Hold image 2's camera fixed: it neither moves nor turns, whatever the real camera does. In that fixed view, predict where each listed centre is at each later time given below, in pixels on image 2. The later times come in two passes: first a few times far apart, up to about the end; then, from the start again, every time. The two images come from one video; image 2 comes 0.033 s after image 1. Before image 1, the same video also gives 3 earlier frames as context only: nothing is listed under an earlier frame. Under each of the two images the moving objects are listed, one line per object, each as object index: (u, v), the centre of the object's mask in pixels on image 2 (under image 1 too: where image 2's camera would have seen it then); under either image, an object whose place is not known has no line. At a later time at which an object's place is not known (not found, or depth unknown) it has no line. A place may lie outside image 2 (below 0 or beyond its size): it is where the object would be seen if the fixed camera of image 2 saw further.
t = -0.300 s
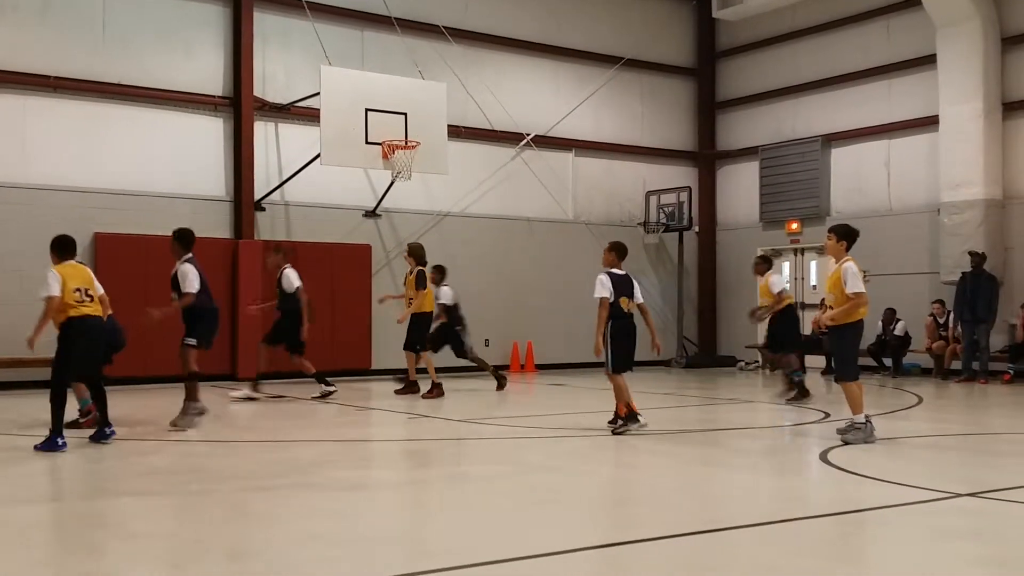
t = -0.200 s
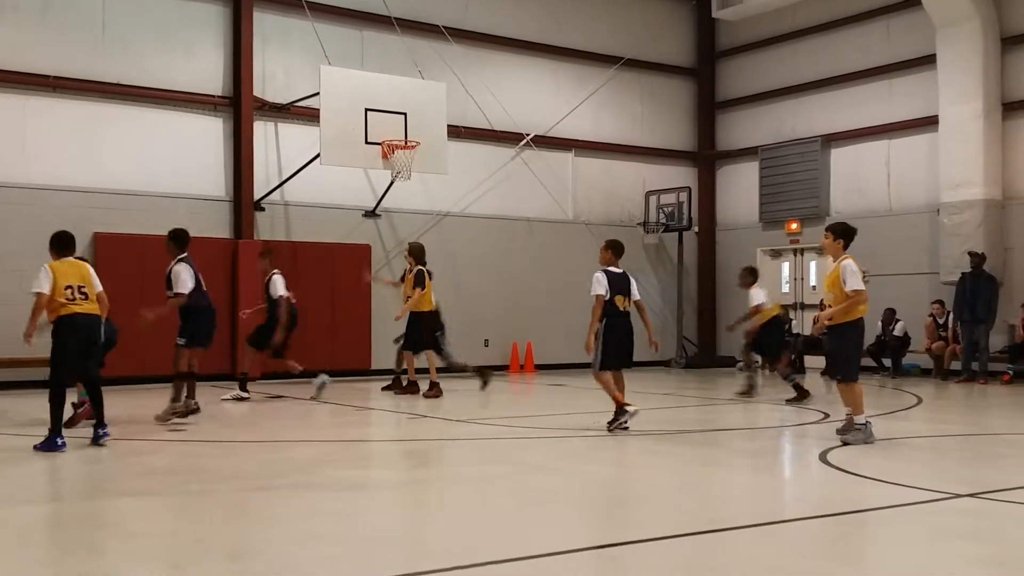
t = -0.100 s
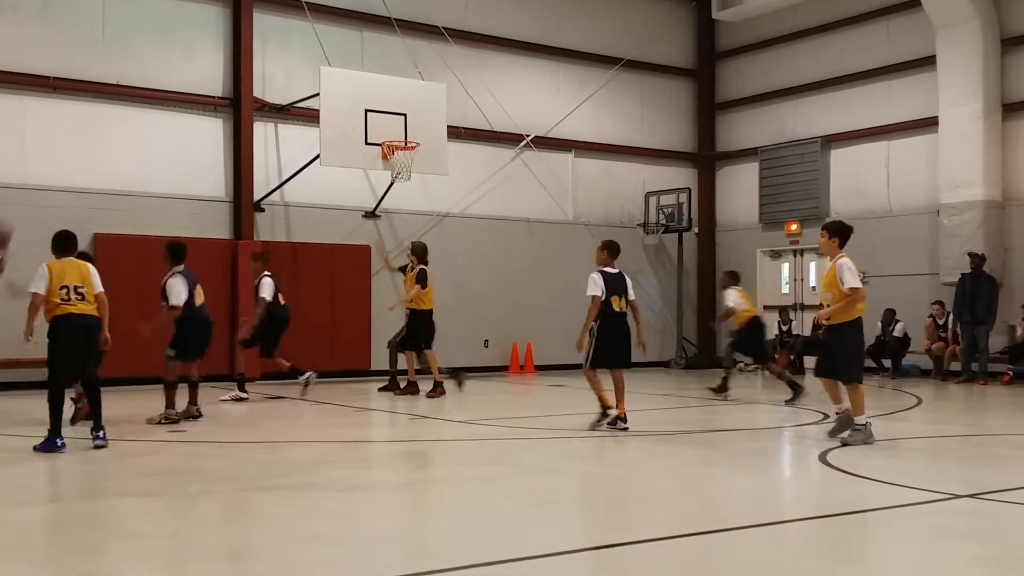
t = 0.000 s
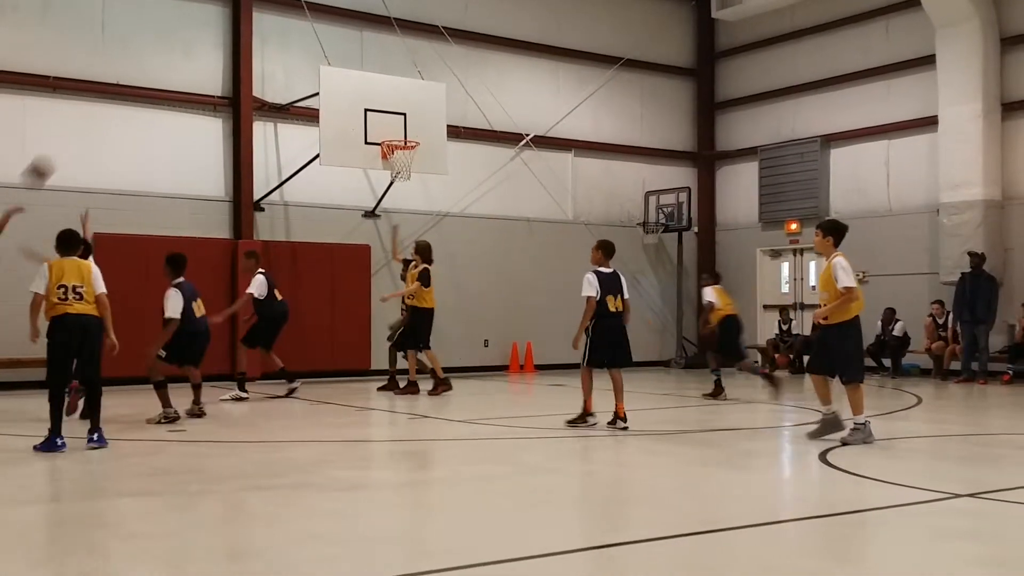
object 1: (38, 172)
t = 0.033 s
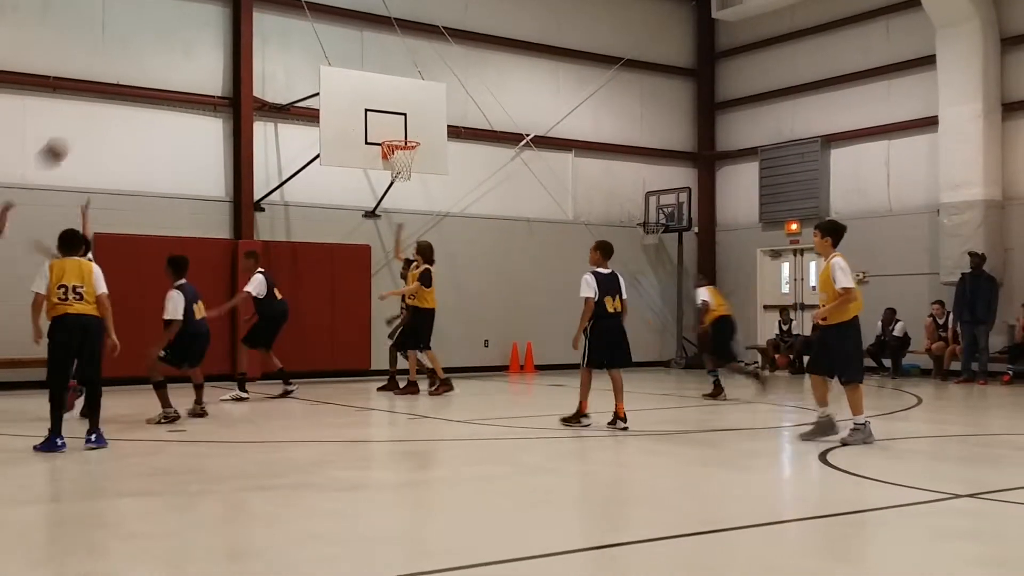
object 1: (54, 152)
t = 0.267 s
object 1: (150, 53)
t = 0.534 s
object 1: (242, 13)
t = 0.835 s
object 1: (328, 44)
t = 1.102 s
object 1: (396, 72)
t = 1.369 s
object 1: (466, 132)
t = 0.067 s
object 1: (69, 134)
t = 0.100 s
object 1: (82, 118)
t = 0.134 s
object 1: (97, 100)
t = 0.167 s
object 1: (110, 88)
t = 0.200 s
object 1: (125, 74)
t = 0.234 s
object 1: (137, 64)
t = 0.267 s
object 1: (150, 53)
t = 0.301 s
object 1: (163, 45)
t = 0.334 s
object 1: (175, 37)
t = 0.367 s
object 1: (186, 31)
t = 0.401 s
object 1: (197, 26)
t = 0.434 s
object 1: (208, 22)
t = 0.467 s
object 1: (221, 18)
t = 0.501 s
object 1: (232, 15)
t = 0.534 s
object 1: (242, 13)
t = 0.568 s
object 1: (254, 12)
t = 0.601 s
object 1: (263, 13)
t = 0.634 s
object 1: (272, 15)
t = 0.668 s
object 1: (282, 17)
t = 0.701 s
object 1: (292, 21)
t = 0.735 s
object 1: (302, 25)
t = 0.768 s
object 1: (310, 30)
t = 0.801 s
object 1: (319, 37)
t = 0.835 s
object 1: (328, 44)
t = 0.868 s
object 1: (336, 52)
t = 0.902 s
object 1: (344, 59)
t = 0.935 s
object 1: (354, 64)
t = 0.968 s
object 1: (362, 63)
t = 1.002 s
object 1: (371, 65)
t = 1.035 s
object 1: (379, 67)
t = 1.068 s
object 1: (387, 69)
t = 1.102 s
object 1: (396, 72)
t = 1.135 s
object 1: (405, 77)
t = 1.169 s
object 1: (414, 83)
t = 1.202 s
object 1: (421, 88)
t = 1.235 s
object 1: (430, 94)
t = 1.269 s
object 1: (439, 103)
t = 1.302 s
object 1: (448, 111)
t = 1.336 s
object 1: (458, 122)
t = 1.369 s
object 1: (466, 132)
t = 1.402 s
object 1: (473, 141)
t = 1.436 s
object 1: (483, 156)
